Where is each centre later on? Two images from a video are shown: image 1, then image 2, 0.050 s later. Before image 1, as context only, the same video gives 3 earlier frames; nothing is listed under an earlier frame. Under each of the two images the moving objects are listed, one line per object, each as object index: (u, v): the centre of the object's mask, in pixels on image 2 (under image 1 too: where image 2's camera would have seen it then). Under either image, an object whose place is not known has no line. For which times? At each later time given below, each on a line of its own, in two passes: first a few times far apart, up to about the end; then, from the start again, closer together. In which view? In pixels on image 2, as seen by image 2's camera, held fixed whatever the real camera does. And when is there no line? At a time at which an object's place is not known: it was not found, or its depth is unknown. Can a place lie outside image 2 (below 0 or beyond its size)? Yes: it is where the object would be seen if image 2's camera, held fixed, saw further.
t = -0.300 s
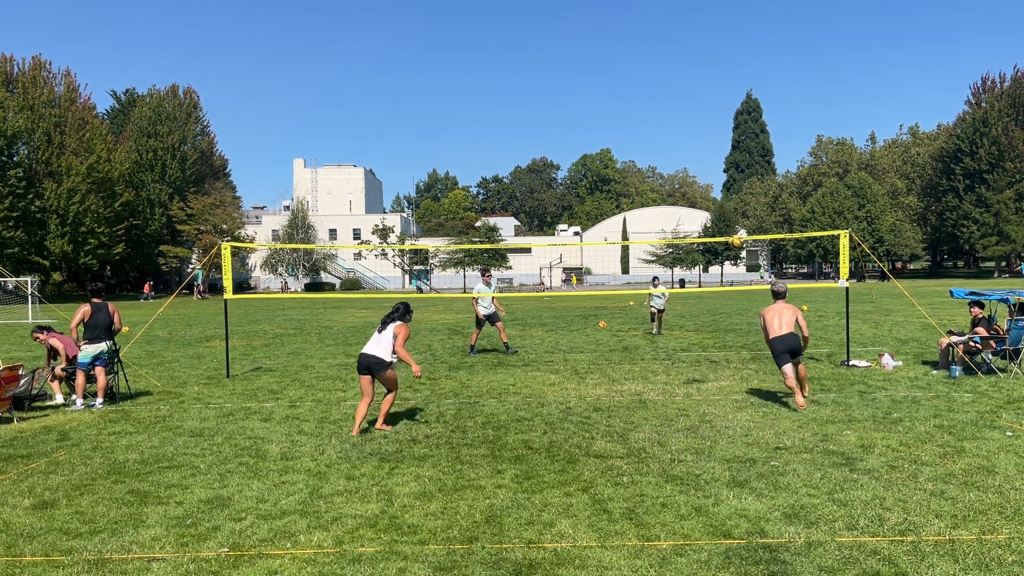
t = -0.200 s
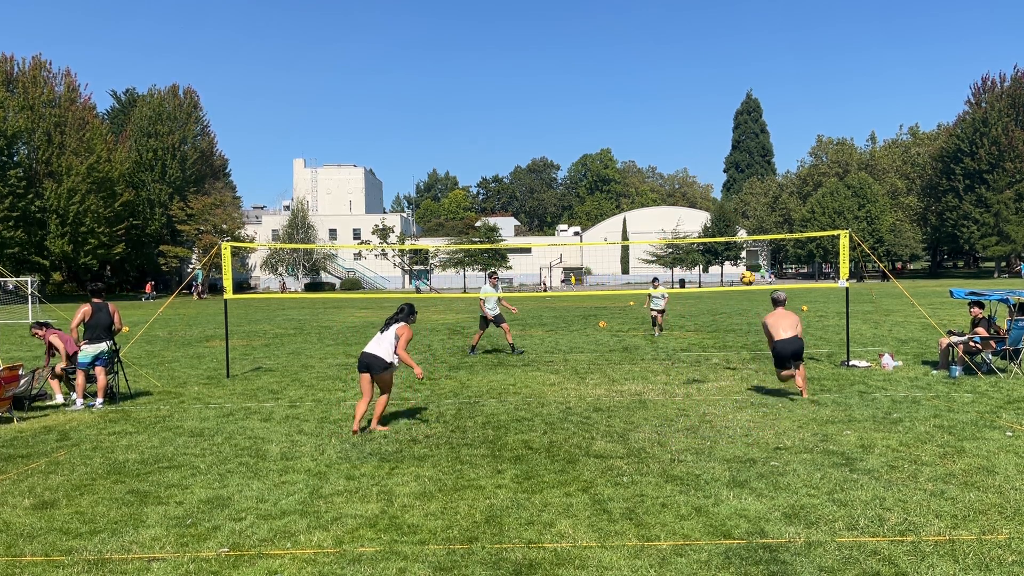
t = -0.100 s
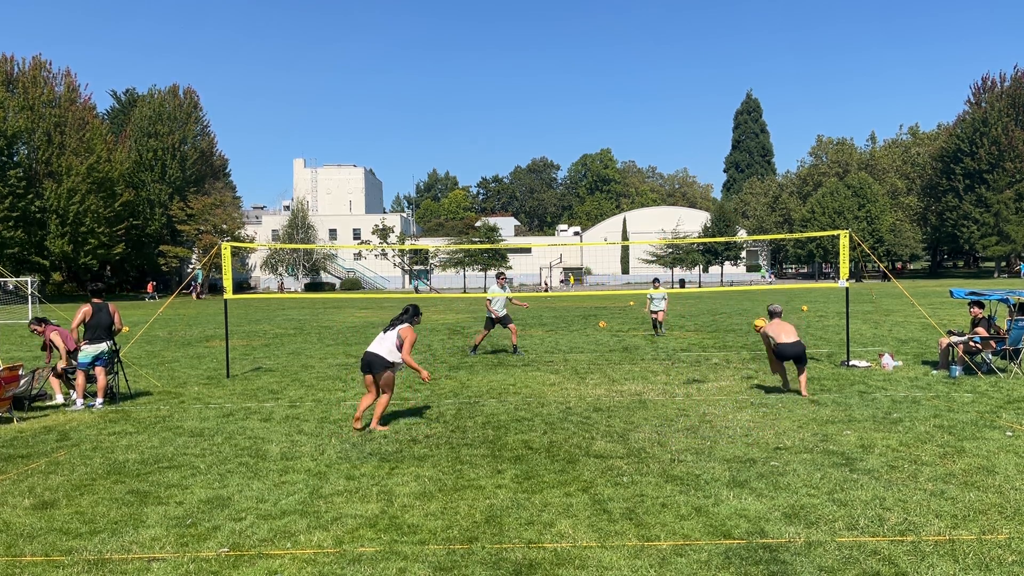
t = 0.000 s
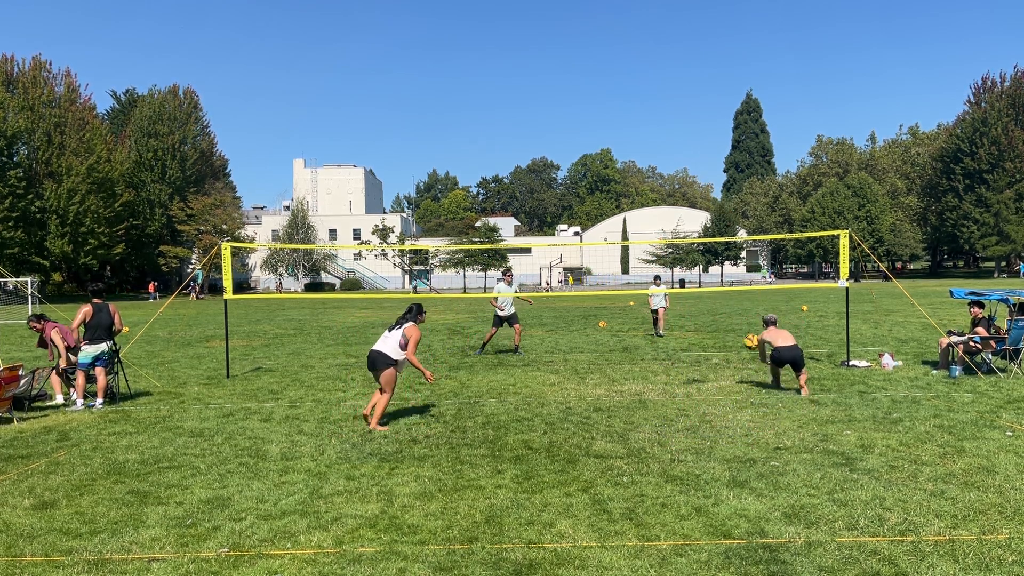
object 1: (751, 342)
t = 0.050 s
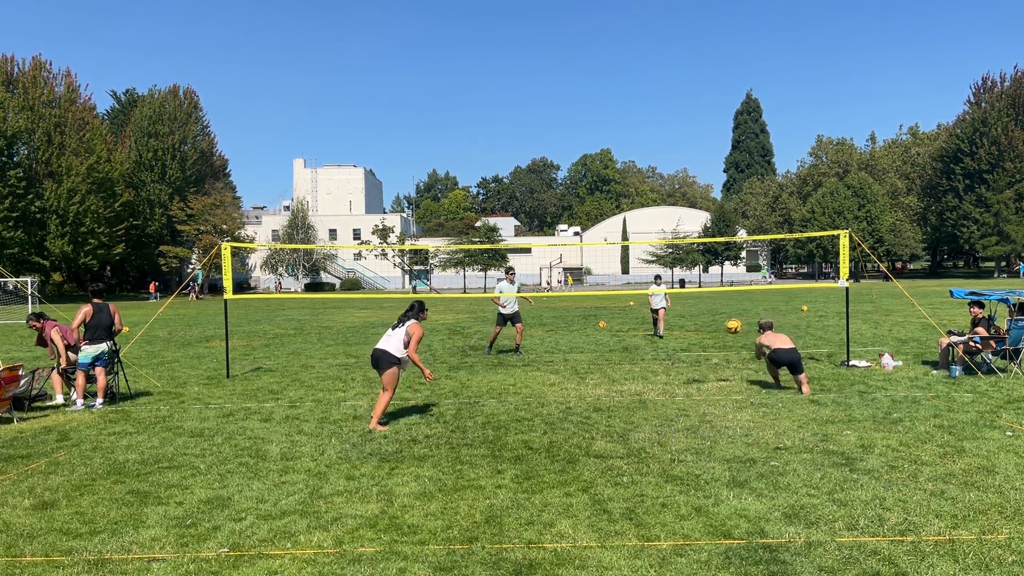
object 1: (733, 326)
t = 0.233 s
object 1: (670, 288)
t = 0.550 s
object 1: (579, 279)
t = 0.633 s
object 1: (557, 288)
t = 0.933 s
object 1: (488, 349)
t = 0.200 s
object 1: (681, 293)
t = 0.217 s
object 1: (676, 290)
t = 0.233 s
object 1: (670, 288)
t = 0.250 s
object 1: (665, 285)
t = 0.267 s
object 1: (660, 284)
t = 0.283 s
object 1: (655, 281)
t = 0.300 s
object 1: (649, 280)
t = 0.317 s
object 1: (644, 279)
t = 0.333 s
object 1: (639, 278)
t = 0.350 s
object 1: (634, 277)
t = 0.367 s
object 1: (629, 276)
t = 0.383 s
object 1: (625, 276)
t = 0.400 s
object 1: (619, 275)
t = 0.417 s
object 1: (615, 275)
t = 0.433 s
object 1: (610, 275)
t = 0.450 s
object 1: (605, 275)
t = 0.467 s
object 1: (601, 276)
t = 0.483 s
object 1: (596, 276)
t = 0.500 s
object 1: (592, 277)
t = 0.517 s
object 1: (587, 277)
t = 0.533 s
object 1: (583, 279)
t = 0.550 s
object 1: (579, 279)
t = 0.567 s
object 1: (574, 281)
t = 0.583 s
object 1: (569, 282)
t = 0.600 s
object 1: (565, 284)
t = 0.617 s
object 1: (561, 286)
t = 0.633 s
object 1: (557, 288)
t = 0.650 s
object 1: (554, 290)
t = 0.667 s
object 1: (549, 293)
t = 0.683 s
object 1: (545, 295)
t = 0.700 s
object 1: (540, 298)
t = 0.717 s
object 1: (536, 300)
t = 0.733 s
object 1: (533, 303)
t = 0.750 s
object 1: (530, 306)
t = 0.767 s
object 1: (526, 310)
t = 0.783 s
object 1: (521, 313)
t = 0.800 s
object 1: (517, 317)
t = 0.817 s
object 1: (513, 320)
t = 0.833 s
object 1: (510, 324)
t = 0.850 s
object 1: (506, 328)
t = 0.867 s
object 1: (503, 332)
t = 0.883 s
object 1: (498, 336)
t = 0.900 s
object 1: (495, 340)
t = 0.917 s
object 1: (491, 345)
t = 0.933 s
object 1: (488, 349)
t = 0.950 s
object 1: (484, 354)
